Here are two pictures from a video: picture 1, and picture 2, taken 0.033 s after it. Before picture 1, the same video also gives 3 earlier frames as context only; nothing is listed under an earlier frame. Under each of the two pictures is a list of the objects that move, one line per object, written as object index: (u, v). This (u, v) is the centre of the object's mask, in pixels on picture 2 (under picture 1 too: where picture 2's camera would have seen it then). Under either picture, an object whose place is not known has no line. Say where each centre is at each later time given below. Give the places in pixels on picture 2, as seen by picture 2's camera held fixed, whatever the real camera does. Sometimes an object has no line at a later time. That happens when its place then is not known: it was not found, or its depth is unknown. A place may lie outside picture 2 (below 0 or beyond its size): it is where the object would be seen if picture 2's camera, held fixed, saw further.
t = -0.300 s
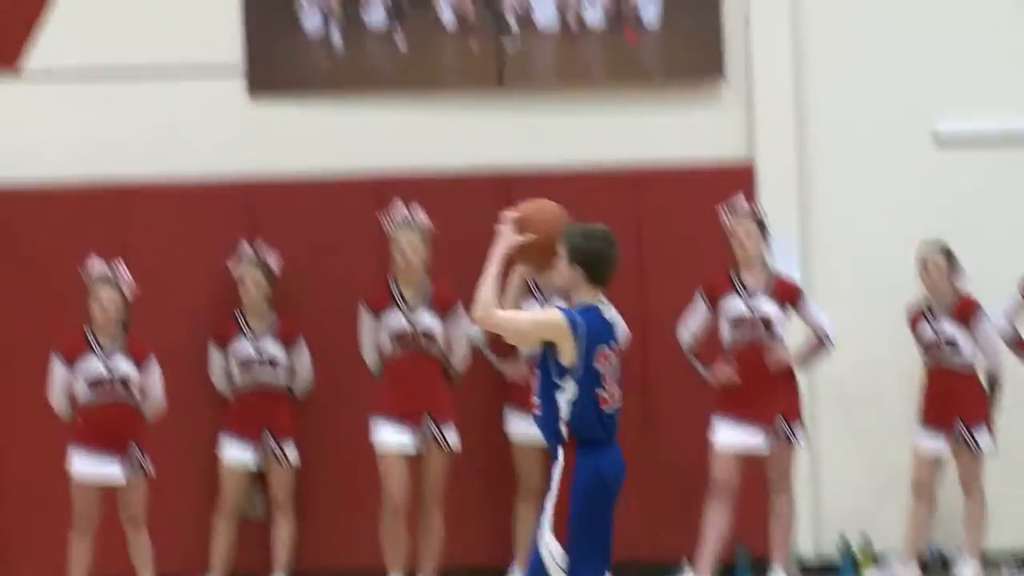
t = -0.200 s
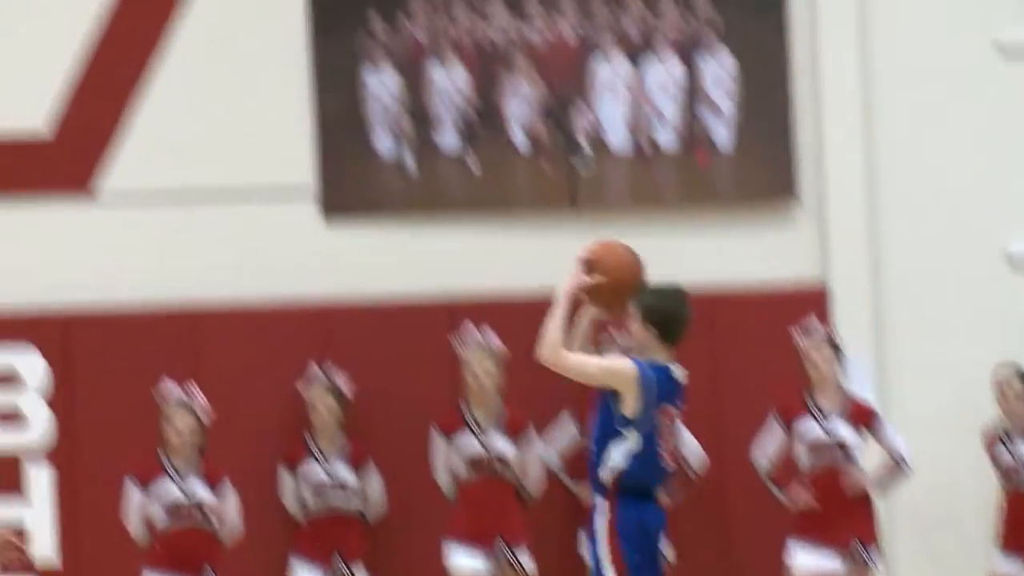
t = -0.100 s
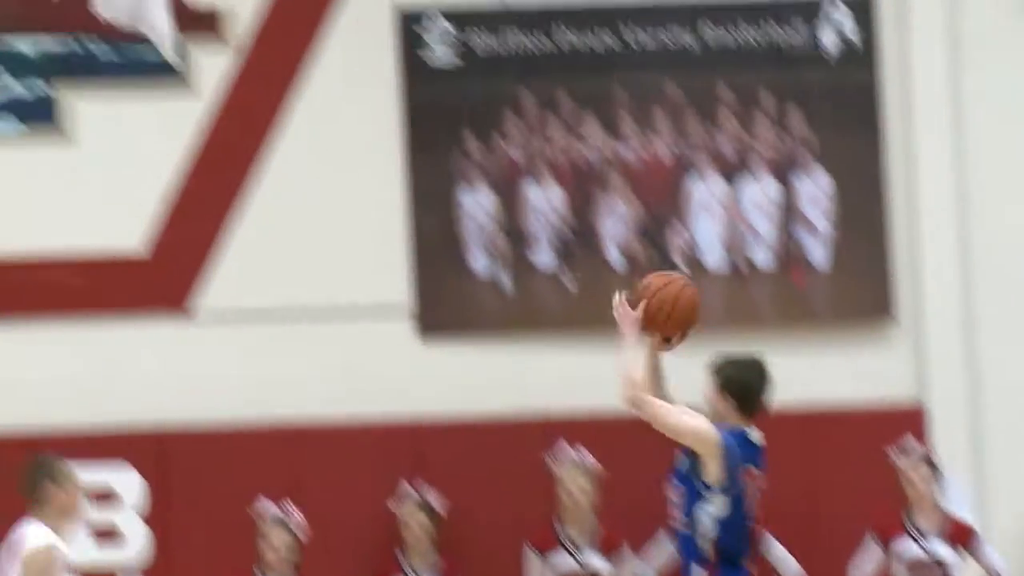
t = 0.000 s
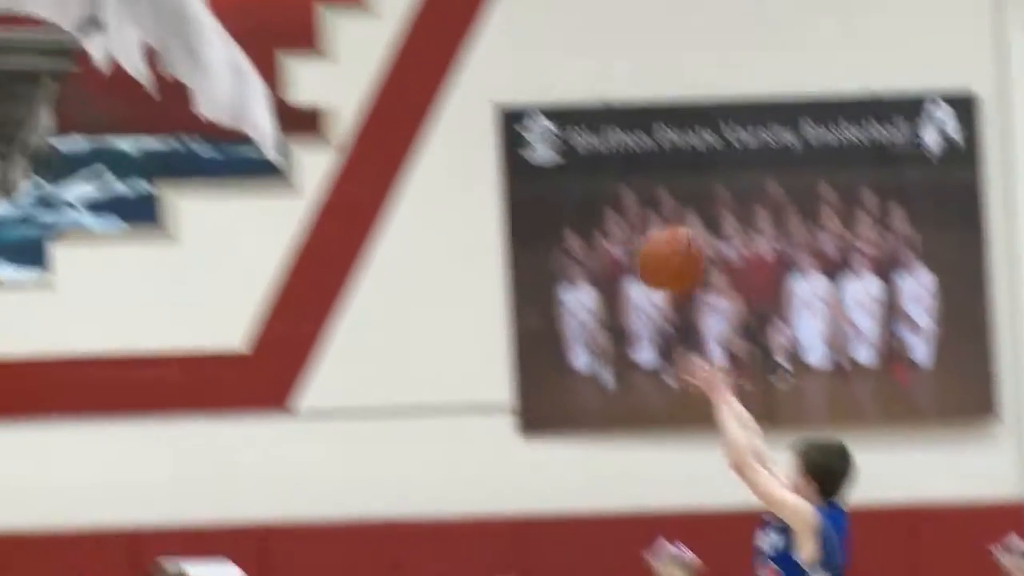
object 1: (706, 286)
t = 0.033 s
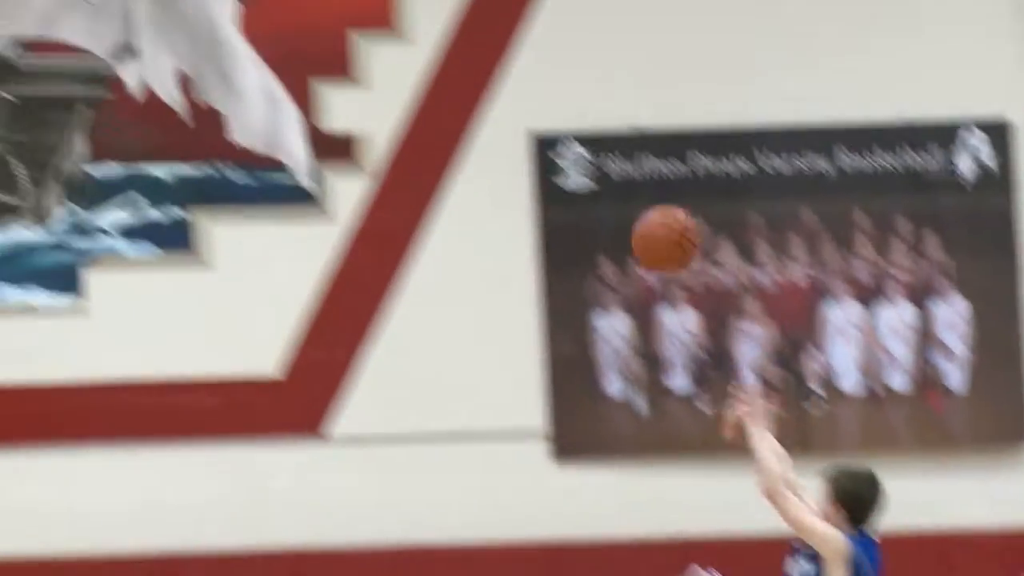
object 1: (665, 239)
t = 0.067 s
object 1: (629, 197)
